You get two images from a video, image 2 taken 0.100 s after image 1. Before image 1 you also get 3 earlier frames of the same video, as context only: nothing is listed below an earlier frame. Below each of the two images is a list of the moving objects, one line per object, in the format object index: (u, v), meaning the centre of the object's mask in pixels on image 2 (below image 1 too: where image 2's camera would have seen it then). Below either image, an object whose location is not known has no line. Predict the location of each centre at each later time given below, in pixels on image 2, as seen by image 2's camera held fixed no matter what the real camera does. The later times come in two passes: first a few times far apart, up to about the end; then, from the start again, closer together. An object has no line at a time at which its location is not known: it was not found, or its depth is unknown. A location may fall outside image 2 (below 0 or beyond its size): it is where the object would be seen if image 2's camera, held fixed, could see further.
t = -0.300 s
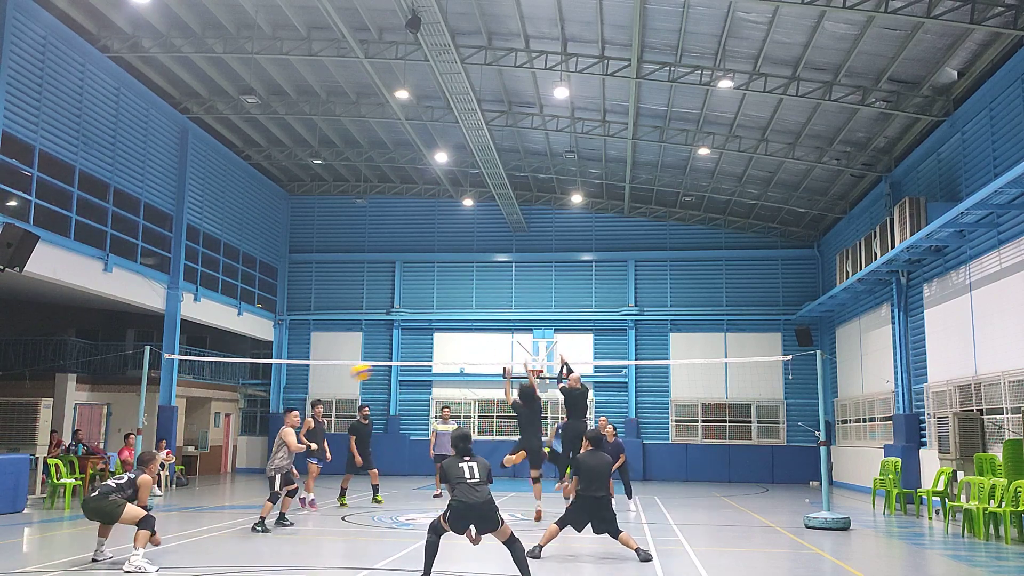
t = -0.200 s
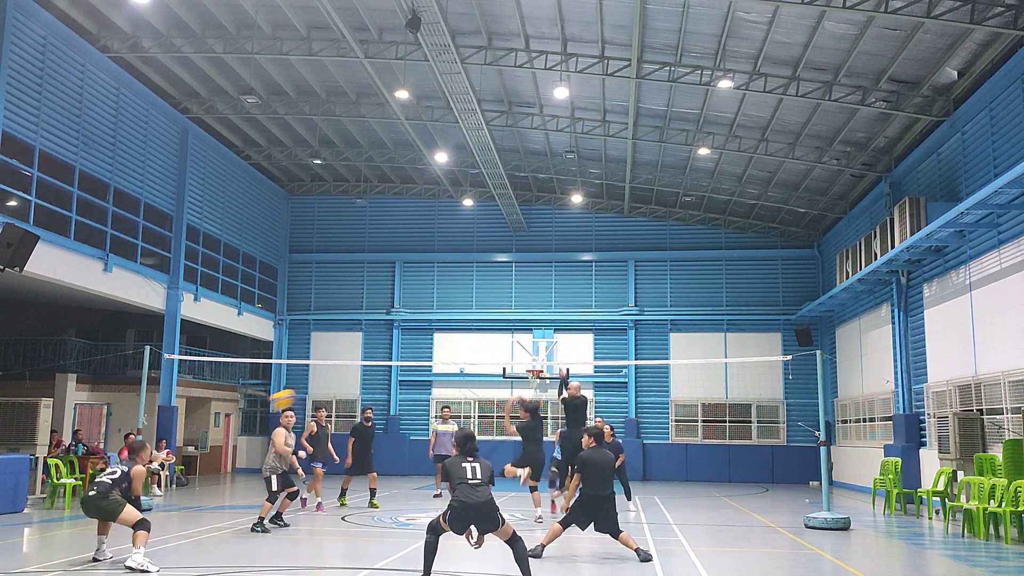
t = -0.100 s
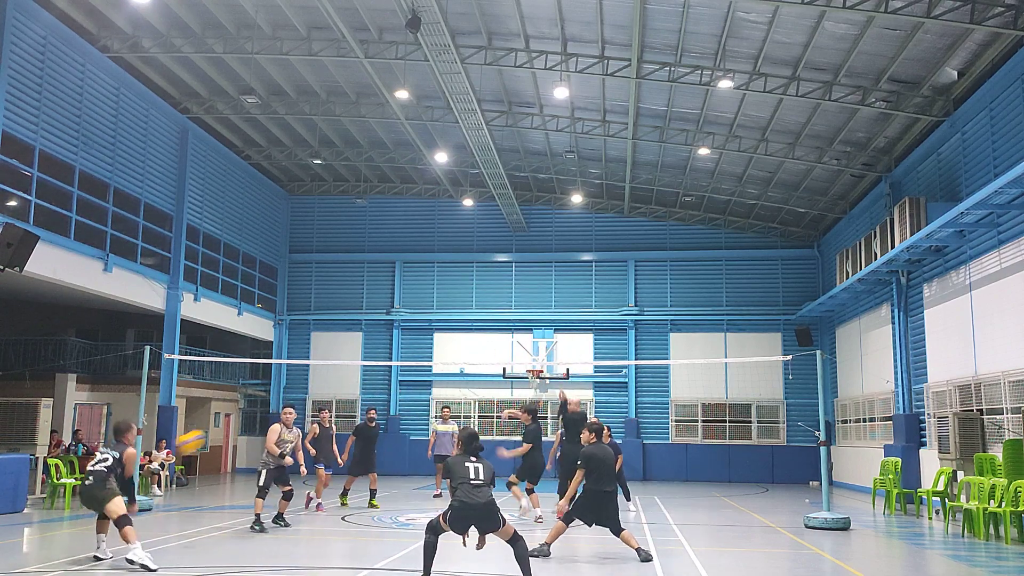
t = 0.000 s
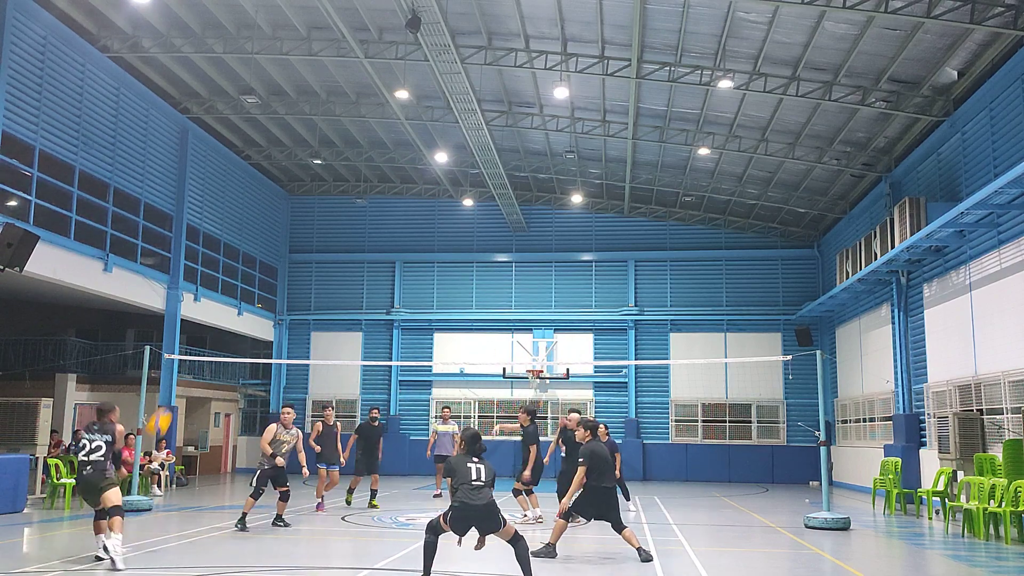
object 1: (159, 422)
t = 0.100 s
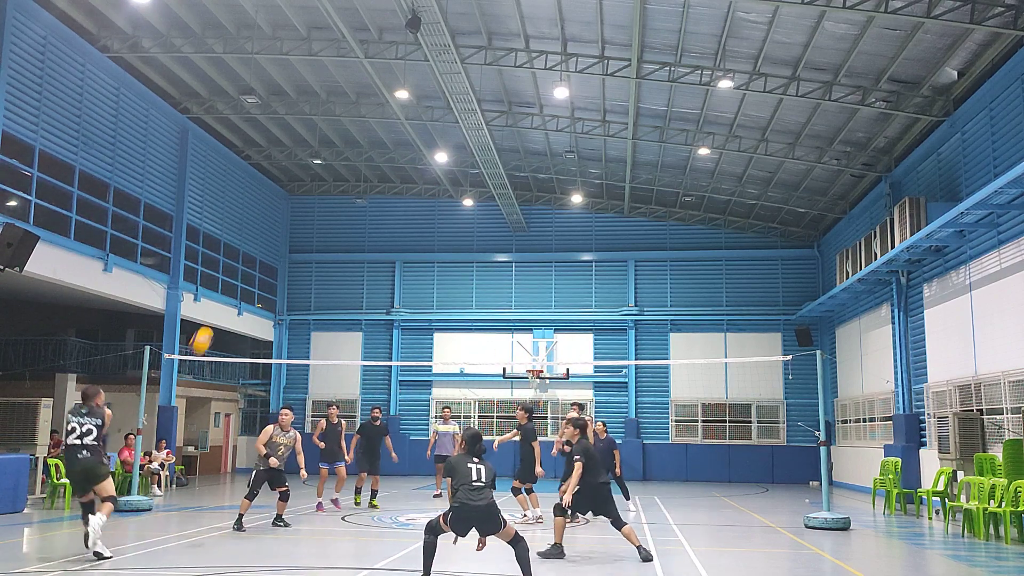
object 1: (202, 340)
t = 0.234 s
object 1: (252, 255)
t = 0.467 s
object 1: (330, 156)
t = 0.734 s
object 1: (407, 107)
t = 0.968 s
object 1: (467, 110)
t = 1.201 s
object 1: (522, 152)
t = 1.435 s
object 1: (574, 229)
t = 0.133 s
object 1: (215, 318)
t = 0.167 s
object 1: (228, 294)
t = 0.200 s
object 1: (240, 274)
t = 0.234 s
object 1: (252, 255)
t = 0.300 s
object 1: (276, 221)
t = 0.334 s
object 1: (287, 205)
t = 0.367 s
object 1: (298, 191)
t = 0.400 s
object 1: (309, 179)
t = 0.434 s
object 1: (319, 168)
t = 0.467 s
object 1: (330, 156)
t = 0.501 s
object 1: (340, 147)
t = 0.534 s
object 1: (350, 139)
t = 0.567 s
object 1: (360, 131)
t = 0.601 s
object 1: (370, 125)
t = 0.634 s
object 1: (379, 119)
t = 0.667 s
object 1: (389, 114)
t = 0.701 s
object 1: (398, 110)
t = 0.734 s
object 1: (407, 107)
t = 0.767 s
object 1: (416, 105)
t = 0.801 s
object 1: (425, 104)
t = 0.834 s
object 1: (434, 104)
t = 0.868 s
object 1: (442, 104)
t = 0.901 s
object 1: (451, 105)
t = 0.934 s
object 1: (459, 107)
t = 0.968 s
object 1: (467, 110)
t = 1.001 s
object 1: (476, 114)
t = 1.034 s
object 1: (483, 119)
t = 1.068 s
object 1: (492, 124)
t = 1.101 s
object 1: (499, 130)
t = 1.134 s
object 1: (507, 136)
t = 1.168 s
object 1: (514, 144)
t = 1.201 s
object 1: (522, 152)
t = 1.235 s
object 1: (530, 161)
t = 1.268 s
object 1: (537, 171)
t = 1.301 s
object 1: (545, 181)
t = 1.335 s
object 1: (552, 192)
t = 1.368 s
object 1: (560, 204)
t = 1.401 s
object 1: (567, 216)
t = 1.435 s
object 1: (574, 229)
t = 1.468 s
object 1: (582, 243)
